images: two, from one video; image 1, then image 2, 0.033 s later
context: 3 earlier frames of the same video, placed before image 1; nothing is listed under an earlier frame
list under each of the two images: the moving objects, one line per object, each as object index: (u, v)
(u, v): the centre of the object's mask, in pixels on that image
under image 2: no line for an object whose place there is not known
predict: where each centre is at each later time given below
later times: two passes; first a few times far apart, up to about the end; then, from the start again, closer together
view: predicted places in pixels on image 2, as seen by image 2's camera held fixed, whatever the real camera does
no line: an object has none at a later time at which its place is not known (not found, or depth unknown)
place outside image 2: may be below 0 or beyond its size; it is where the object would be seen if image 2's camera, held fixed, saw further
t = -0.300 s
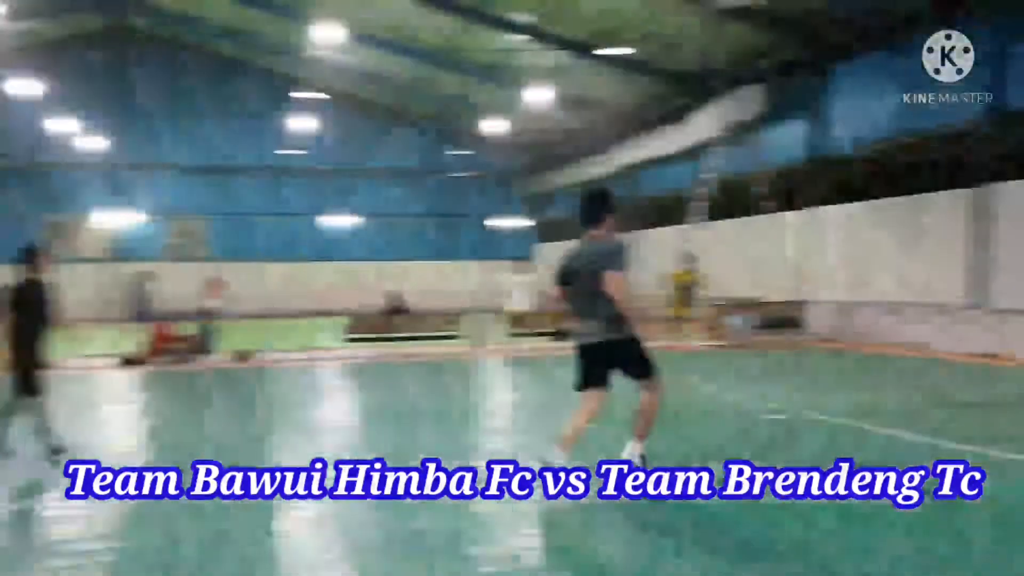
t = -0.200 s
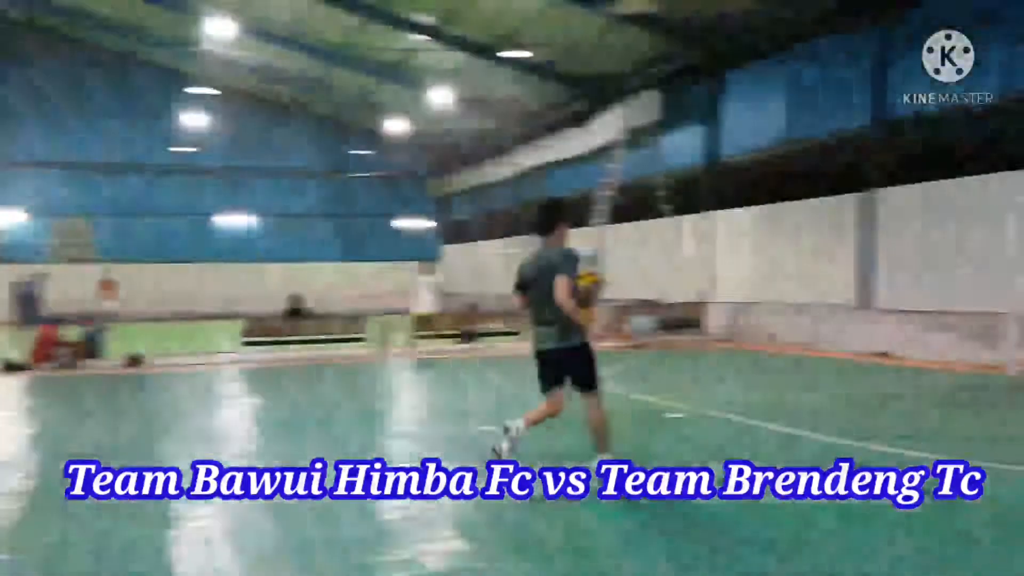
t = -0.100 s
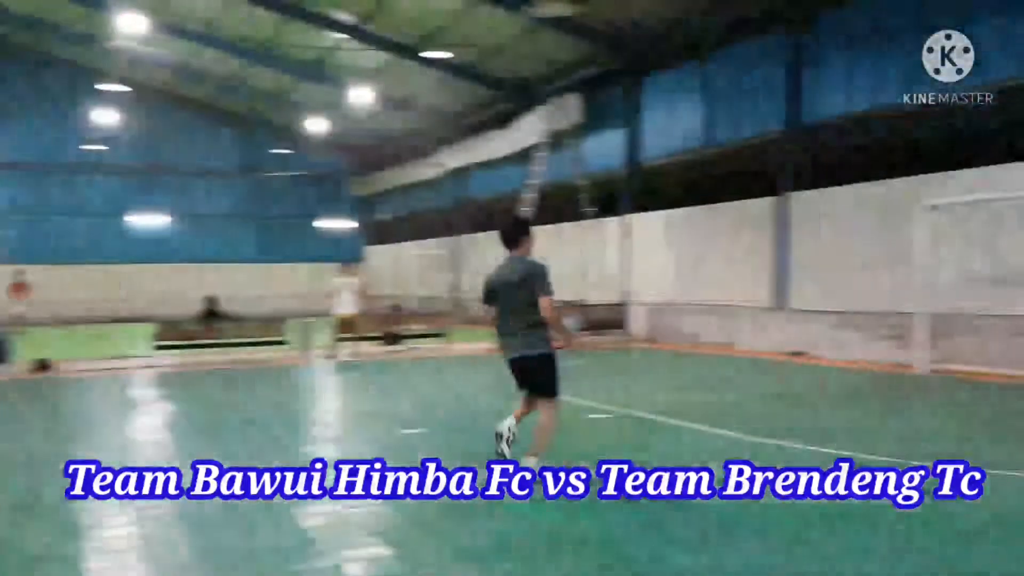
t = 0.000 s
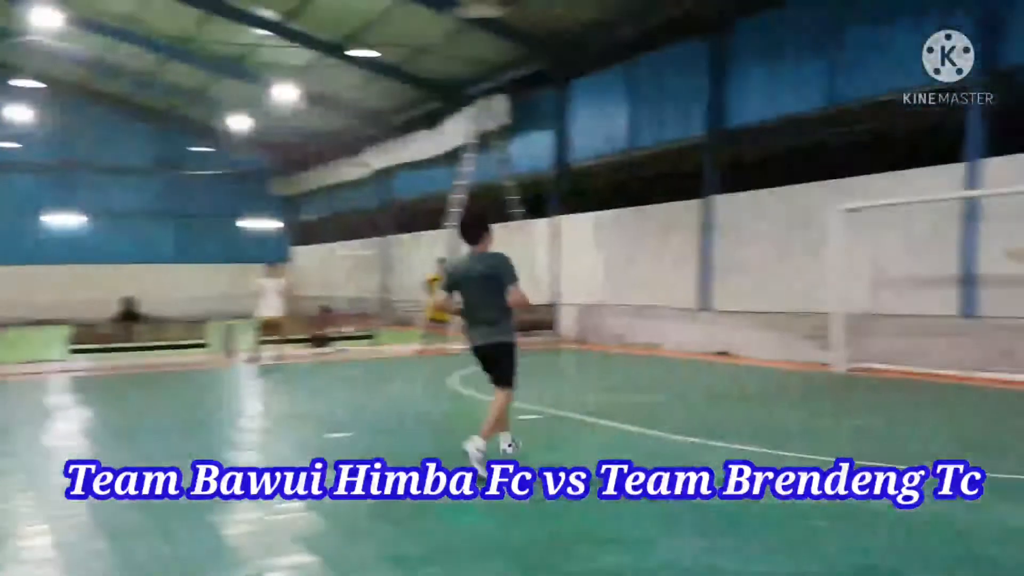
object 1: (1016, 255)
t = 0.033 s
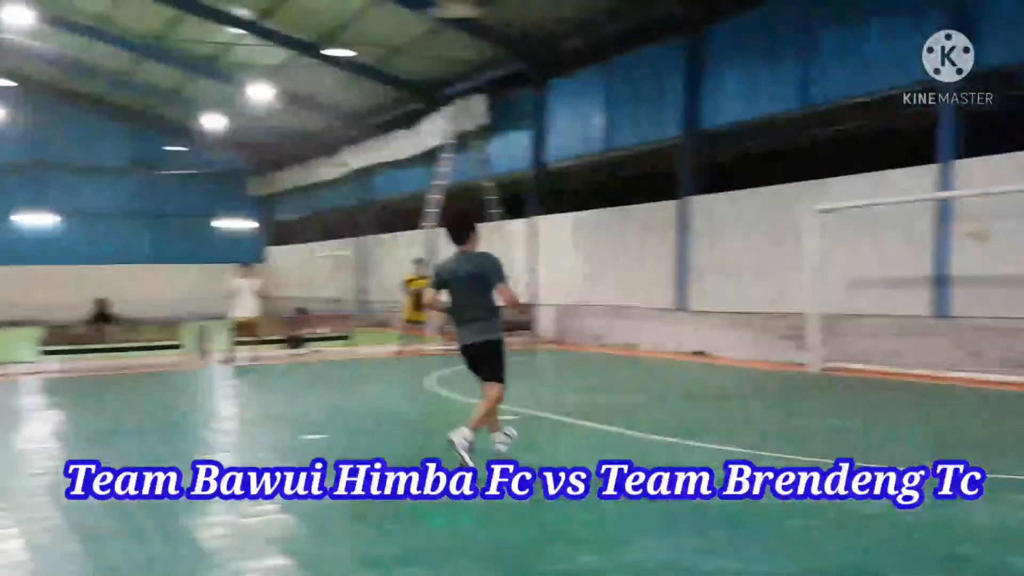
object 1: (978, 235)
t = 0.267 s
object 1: (919, 115)
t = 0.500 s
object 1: (846, 42)
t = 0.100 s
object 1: (965, 194)
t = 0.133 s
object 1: (957, 176)
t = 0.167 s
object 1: (948, 159)
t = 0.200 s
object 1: (938, 144)
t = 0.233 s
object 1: (928, 128)
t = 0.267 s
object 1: (919, 115)
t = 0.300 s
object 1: (909, 101)
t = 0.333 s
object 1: (900, 88)
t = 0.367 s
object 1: (890, 77)
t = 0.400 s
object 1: (880, 66)
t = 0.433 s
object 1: (869, 57)
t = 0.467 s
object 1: (857, 49)
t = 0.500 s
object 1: (846, 42)
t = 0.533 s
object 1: (834, 35)
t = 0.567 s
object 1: (823, 29)
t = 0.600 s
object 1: (811, 25)
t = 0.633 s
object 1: (799, 24)
